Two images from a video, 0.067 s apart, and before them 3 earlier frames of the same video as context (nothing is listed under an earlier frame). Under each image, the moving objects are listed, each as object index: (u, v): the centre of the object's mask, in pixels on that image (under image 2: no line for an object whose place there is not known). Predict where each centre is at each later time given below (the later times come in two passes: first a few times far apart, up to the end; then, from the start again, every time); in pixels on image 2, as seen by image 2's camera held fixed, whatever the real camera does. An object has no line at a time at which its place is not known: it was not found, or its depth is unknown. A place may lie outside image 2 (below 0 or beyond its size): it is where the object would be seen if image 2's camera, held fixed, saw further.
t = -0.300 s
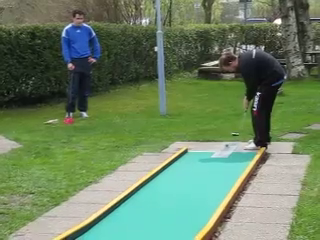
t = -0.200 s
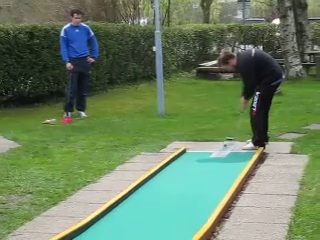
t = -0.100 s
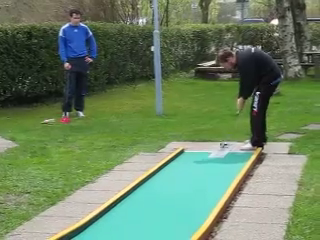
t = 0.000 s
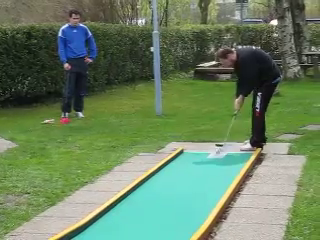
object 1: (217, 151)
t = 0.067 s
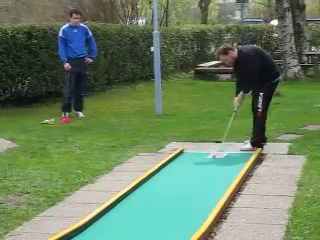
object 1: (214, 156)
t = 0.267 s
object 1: (202, 167)
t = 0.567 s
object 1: (185, 188)
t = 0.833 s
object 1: (164, 211)
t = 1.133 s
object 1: (132, 245)
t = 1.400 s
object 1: (95, 269)
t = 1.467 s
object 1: (84, 276)
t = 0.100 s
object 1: (212, 158)
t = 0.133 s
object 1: (210, 161)
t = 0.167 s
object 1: (208, 162)
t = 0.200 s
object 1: (206, 164)
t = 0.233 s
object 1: (205, 166)
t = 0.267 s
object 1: (202, 167)
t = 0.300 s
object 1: (201, 170)
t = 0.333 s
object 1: (199, 172)
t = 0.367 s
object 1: (197, 174)
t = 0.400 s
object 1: (196, 176)
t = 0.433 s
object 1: (193, 178)
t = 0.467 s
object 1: (191, 181)
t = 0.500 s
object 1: (189, 183)
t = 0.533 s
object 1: (187, 186)
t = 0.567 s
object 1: (185, 188)
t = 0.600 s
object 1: (183, 191)
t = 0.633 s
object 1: (180, 194)
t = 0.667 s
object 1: (178, 197)
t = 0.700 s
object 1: (175, 199)
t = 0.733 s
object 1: (172, 202)
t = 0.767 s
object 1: (169, 205)
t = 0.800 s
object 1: (167, 209)
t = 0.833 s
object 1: (164, 211)
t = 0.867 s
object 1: (161, 215)
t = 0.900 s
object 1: (158, 219)
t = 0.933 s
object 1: (155, 223)
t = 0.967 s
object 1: (151, 226)
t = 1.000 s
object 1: (148, 230)
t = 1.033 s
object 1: (144, 234)
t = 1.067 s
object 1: (141, 238)
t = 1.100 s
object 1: (136, 241)
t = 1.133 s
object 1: (132, 245)
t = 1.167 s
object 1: (128, 248)
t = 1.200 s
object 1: (124, 251)
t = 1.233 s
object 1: (120, 254)
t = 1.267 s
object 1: (115, 257)
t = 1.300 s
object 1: (110, 260)
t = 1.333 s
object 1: (105, 262)
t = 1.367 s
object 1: (101, 265)
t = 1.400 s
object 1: (95, 269)
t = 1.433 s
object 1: (89, 273)
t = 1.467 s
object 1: (84, 276)
